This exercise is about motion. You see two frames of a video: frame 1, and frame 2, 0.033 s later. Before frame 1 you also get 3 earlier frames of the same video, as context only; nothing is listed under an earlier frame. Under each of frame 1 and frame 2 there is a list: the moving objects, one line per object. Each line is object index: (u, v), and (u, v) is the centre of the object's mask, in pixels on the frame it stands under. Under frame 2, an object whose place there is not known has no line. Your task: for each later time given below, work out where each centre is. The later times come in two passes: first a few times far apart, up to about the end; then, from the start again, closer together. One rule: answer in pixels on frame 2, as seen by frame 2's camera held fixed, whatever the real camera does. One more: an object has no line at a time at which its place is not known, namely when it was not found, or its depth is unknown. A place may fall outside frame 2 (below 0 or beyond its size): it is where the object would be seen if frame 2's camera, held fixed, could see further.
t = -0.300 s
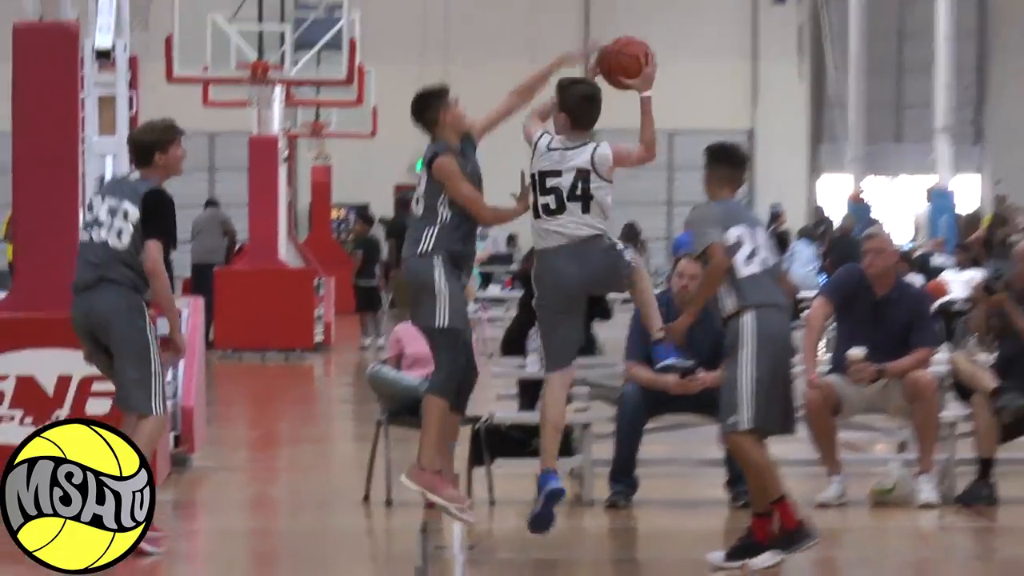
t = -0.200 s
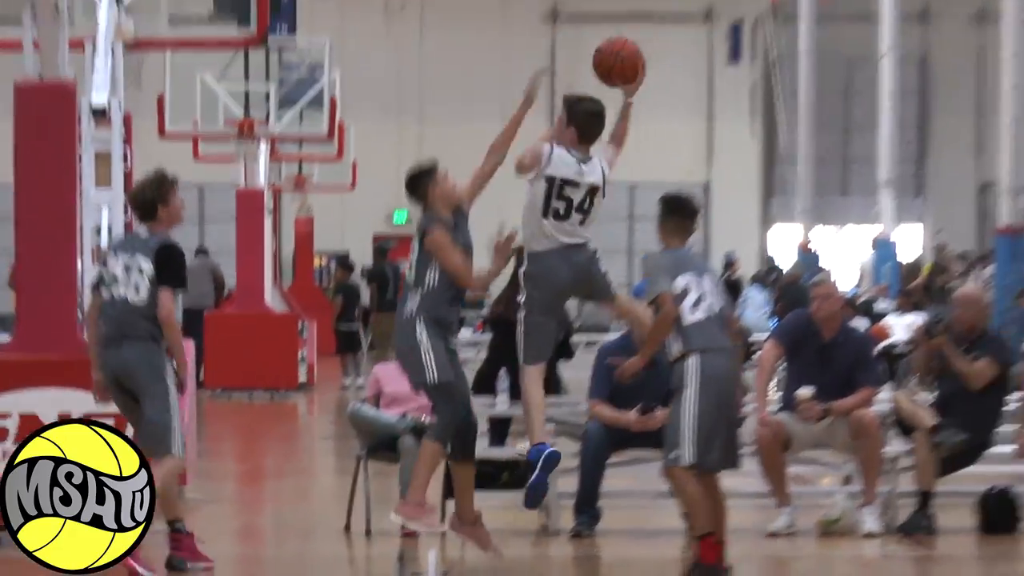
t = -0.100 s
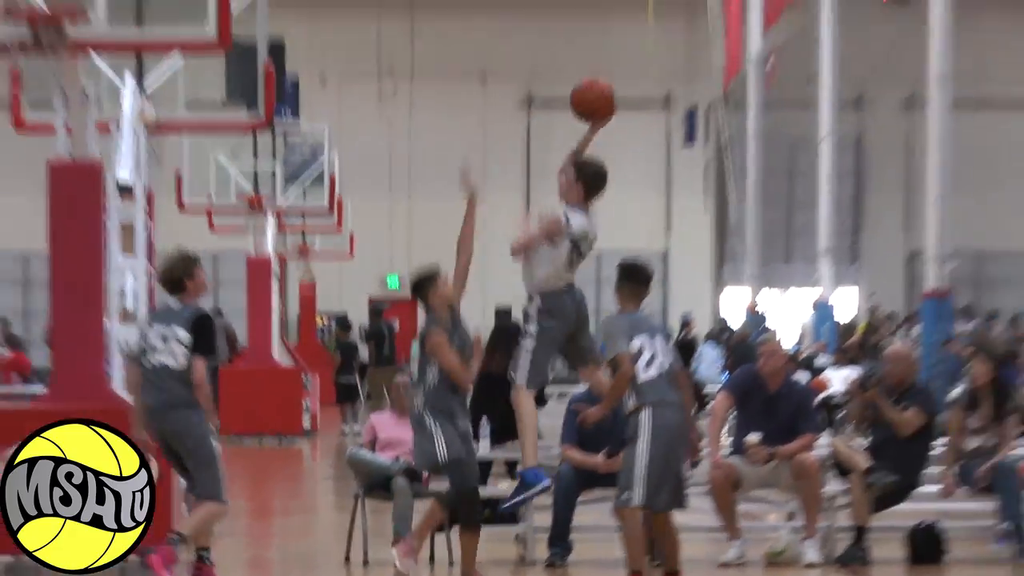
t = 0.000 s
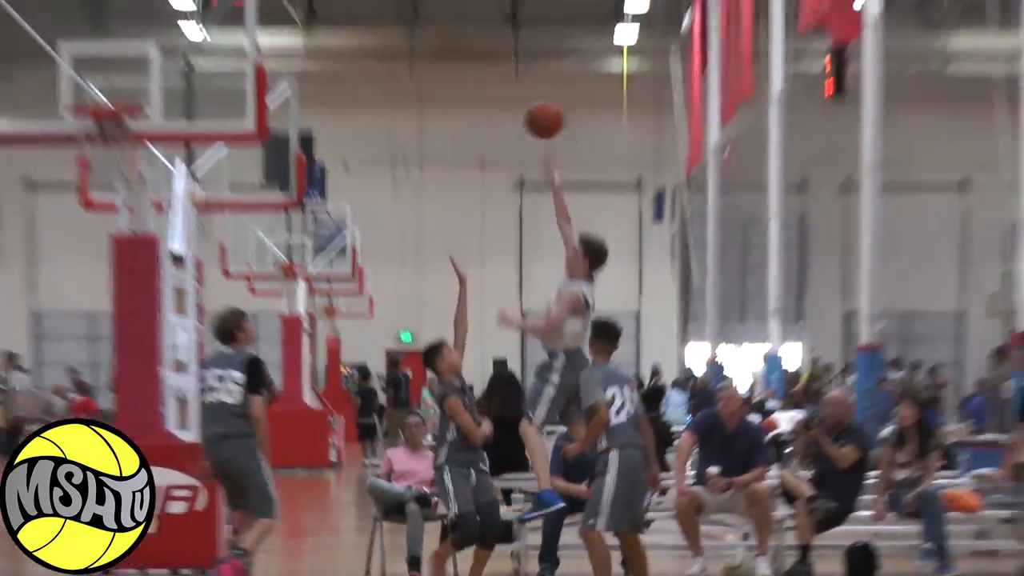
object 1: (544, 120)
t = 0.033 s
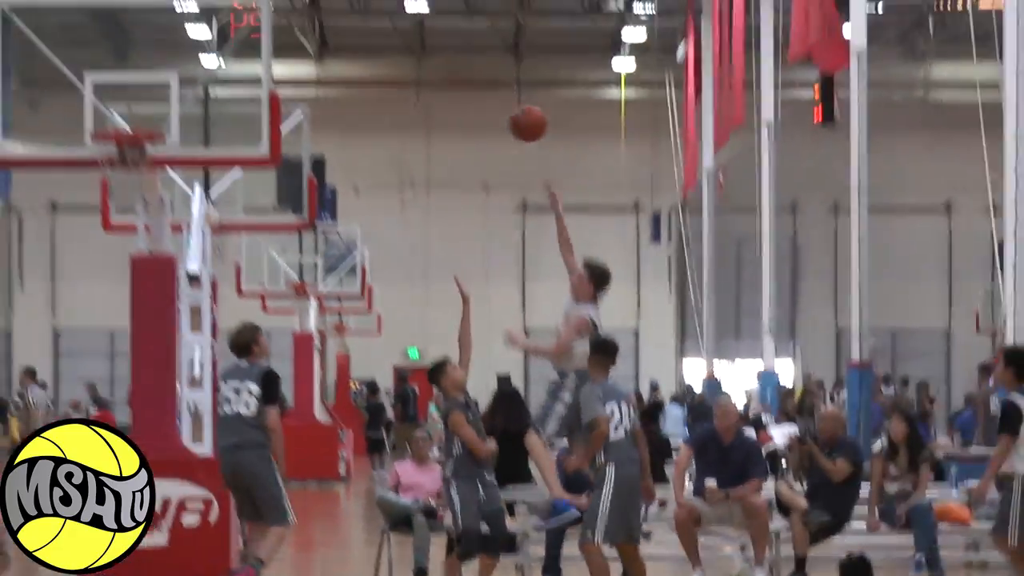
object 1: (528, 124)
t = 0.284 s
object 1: (401, 19)
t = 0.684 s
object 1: (197, 51)
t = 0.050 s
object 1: (519, 113)
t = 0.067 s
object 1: (510, 103)
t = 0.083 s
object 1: (501, 92)
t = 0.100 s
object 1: (492, 83)
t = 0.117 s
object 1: (482, 74)
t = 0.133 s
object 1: (473, 66)
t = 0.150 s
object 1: (464, 59)
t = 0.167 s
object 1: (457, 52)
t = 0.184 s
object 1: (448, 45)
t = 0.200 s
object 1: (440, 40)
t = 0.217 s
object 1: (432, 35)
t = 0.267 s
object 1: (408, 23)
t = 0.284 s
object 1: (401, 19)
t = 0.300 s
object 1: (392, 15)
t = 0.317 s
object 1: (384, 13)
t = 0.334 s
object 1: (376, 11)
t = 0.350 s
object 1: (367, 8)
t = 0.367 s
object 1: (359, 7)
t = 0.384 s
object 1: (350, 6)
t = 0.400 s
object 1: (338, 3)
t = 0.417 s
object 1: (332, 5)
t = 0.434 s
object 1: (323, 5)
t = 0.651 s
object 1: (214, 40)
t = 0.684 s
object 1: (197, 51)
